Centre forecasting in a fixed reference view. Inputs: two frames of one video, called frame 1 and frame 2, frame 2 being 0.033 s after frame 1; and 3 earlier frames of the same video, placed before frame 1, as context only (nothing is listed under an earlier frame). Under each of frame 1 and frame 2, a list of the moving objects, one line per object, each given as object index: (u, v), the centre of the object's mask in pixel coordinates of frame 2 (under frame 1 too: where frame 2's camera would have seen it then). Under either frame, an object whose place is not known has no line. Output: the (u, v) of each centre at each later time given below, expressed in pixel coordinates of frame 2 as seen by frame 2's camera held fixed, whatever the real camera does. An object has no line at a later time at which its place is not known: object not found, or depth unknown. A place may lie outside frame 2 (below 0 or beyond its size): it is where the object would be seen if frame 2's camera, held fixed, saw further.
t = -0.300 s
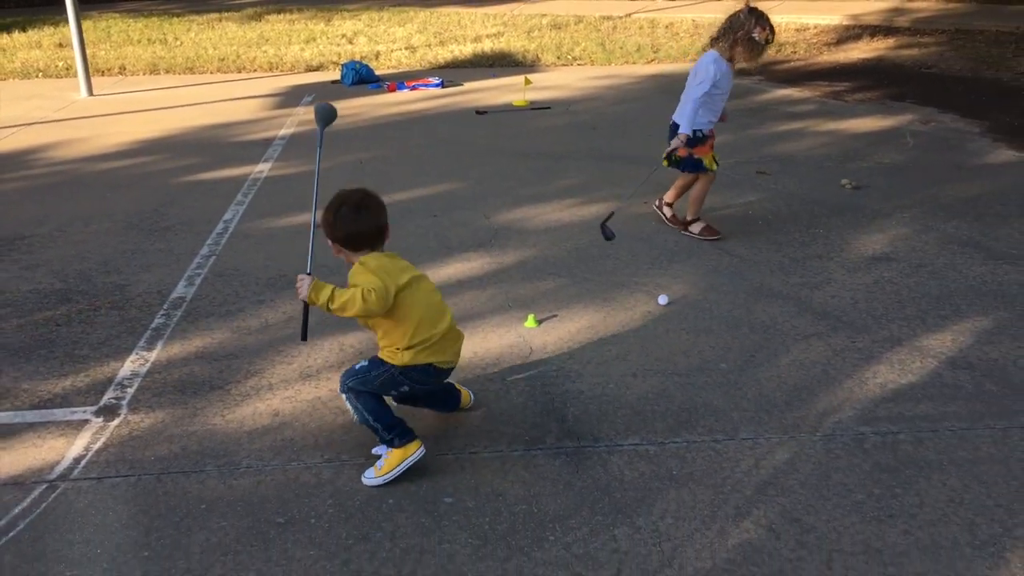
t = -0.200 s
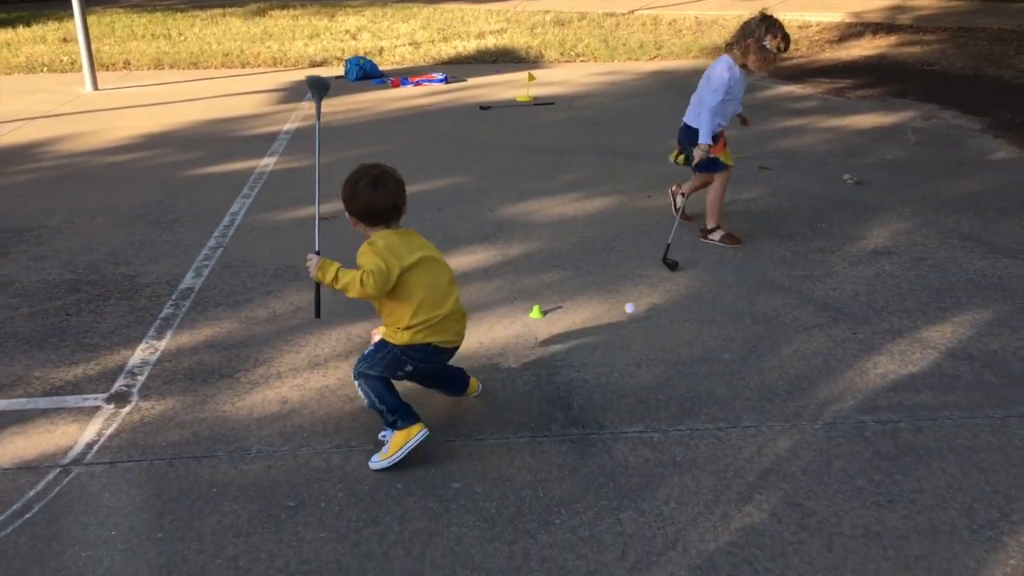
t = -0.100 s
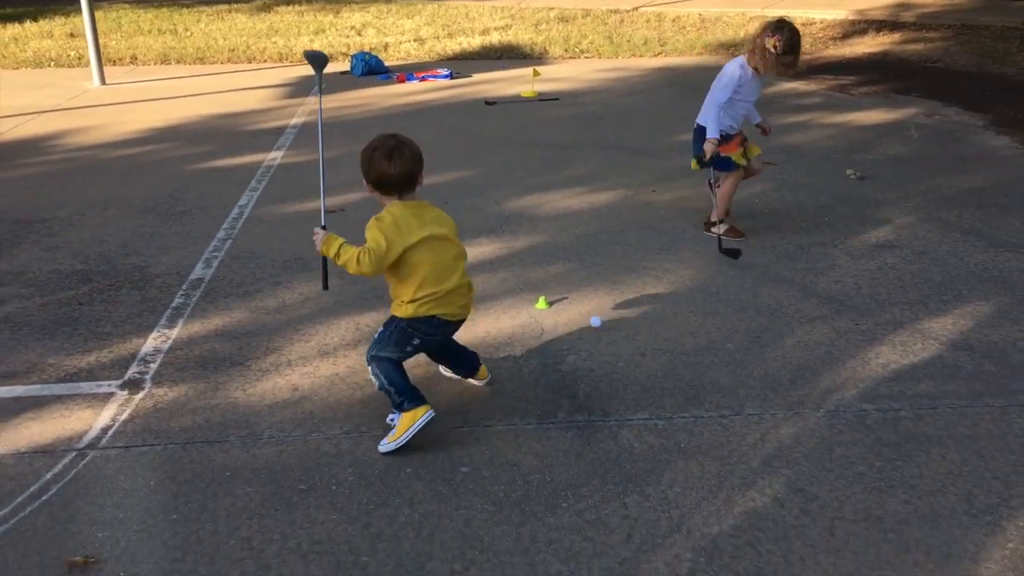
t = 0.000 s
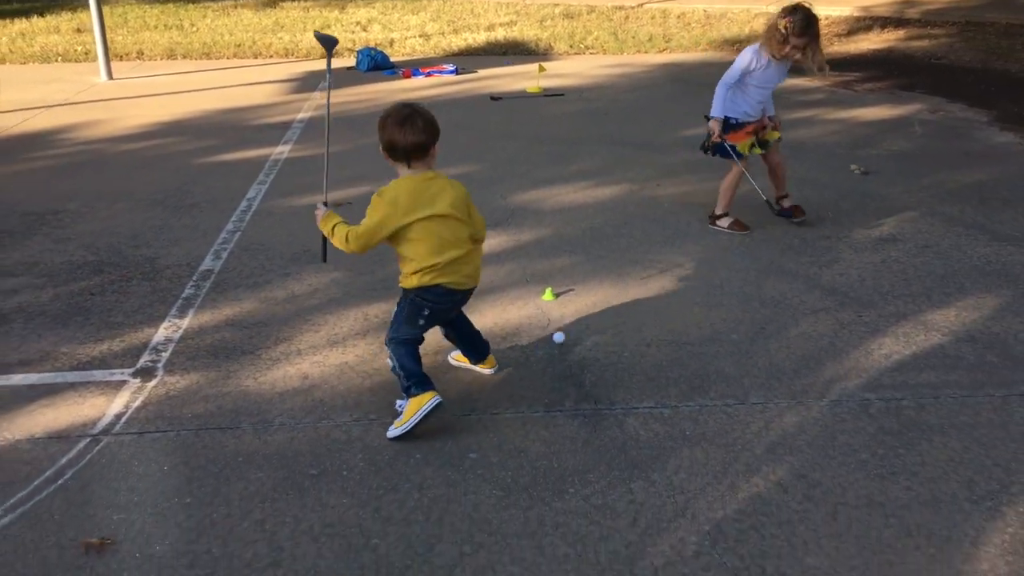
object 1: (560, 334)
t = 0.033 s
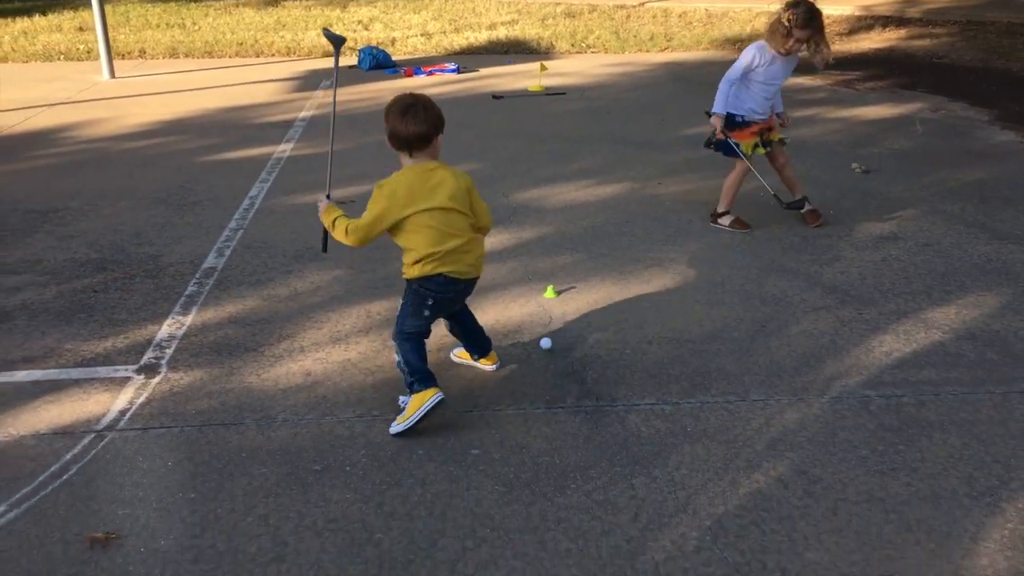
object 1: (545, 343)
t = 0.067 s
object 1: (530, 348)
